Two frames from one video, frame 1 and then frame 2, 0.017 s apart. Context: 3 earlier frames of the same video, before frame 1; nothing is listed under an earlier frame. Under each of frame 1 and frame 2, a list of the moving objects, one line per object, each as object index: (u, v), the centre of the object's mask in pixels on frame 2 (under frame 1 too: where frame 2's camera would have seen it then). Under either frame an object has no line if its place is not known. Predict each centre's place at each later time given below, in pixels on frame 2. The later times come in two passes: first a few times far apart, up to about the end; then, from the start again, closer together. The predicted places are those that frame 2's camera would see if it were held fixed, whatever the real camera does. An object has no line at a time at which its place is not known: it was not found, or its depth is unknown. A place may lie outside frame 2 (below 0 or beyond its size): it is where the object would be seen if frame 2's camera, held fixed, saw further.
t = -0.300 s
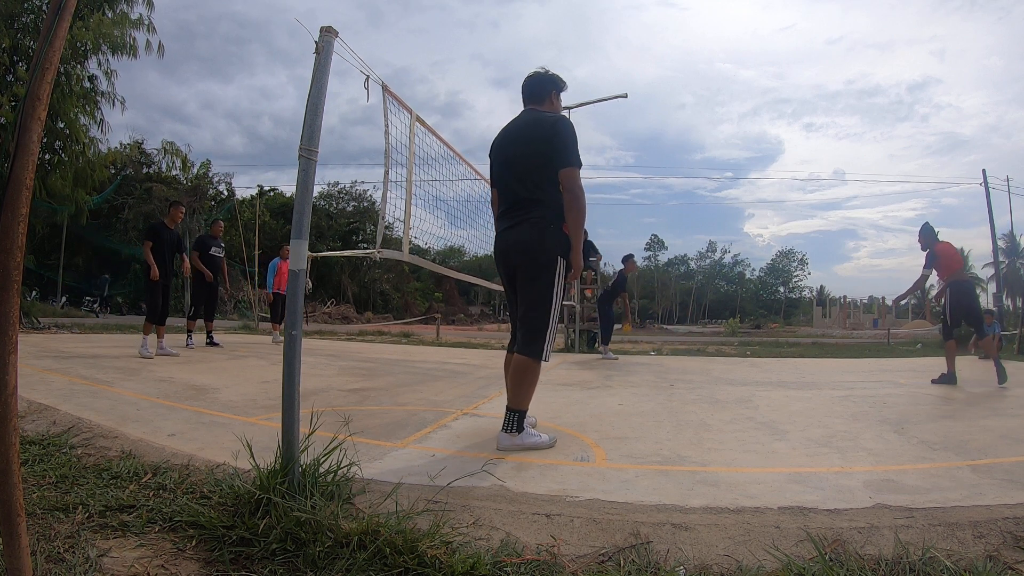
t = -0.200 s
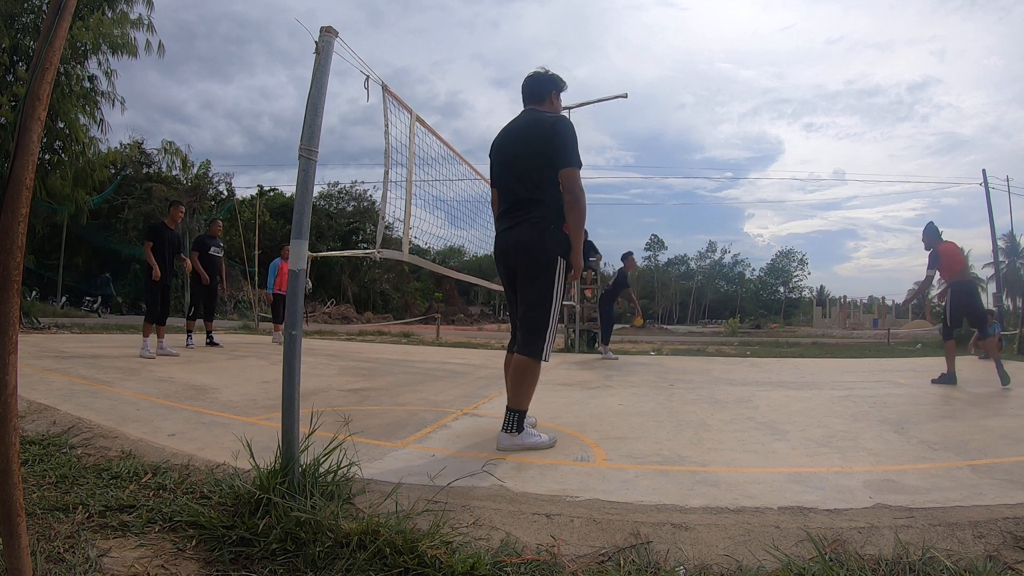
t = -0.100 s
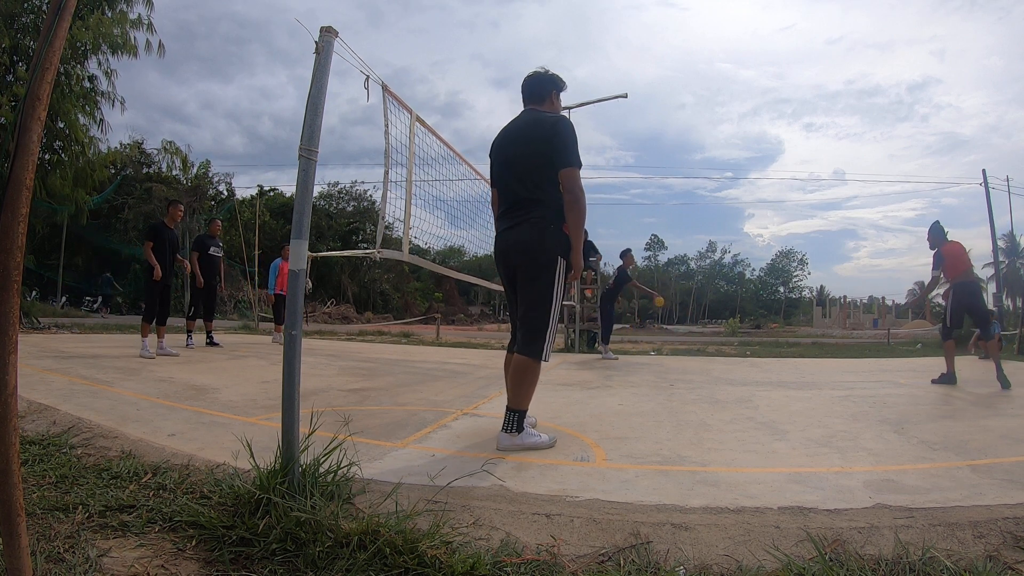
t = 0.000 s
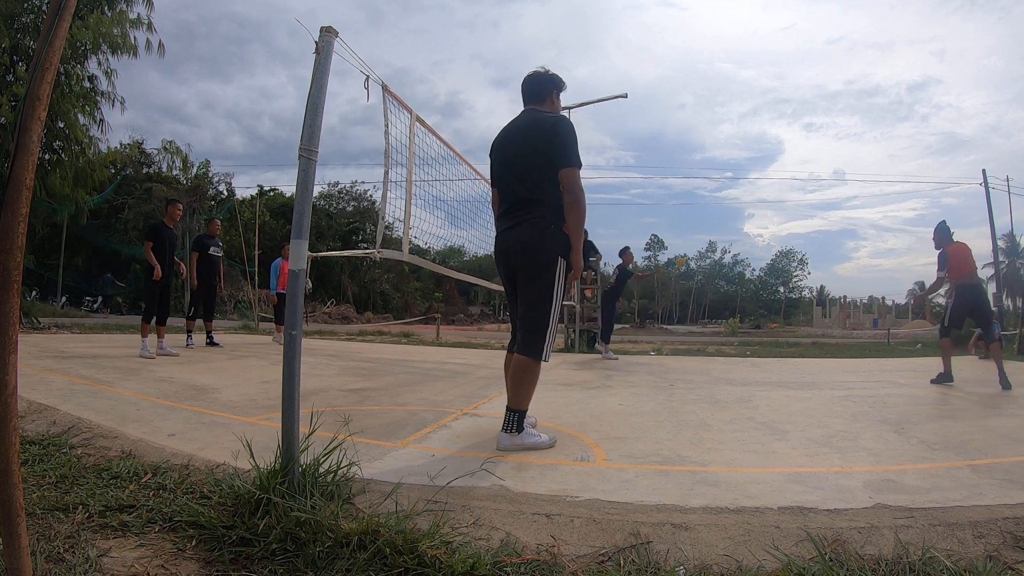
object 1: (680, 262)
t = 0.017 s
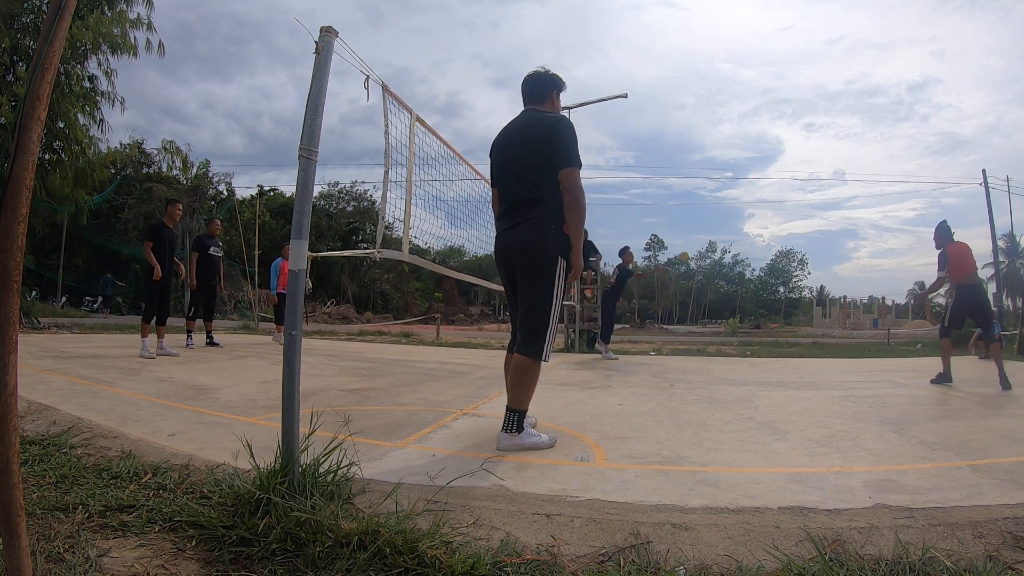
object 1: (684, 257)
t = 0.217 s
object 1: (727, 195)
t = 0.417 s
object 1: (771, 163)
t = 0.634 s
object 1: (824, 161)
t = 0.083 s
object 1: (698, 233)
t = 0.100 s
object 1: (702, 228)
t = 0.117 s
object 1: (705, 222)
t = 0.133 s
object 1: (709, 217)
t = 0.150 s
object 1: (712, 212)
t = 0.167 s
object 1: (716, 205)
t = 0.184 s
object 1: (718, 203)
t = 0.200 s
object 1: (723, 199)
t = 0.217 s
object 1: (727, 195)
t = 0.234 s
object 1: (730, 192)
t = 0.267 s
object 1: (738, 185)
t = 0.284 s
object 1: (741, 182)
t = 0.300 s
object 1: (745, 179)
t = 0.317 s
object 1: (749, 176)
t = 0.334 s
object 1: (752, 173)
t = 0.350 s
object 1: (756, 171)
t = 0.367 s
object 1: (760, 169)
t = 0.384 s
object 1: (764, 167)
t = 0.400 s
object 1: (767, 165)
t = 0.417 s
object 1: (771, 163)
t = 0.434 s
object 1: (775, 162)
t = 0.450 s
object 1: (779, 161)
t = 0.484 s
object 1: (787, 159)
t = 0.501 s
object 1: (791, 158)
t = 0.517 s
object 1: (795, 158)
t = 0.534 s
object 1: (799, 158)
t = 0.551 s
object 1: (803, 158)
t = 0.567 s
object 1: (807, 158)
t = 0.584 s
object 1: (811, 159)
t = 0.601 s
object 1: (815, 159)
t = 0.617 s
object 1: (820, 160)
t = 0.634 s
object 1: (824, 161)
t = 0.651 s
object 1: (828, 163)
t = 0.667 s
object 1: (832, 164)
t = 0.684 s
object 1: (837, 166)
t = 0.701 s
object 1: (841, 169)
